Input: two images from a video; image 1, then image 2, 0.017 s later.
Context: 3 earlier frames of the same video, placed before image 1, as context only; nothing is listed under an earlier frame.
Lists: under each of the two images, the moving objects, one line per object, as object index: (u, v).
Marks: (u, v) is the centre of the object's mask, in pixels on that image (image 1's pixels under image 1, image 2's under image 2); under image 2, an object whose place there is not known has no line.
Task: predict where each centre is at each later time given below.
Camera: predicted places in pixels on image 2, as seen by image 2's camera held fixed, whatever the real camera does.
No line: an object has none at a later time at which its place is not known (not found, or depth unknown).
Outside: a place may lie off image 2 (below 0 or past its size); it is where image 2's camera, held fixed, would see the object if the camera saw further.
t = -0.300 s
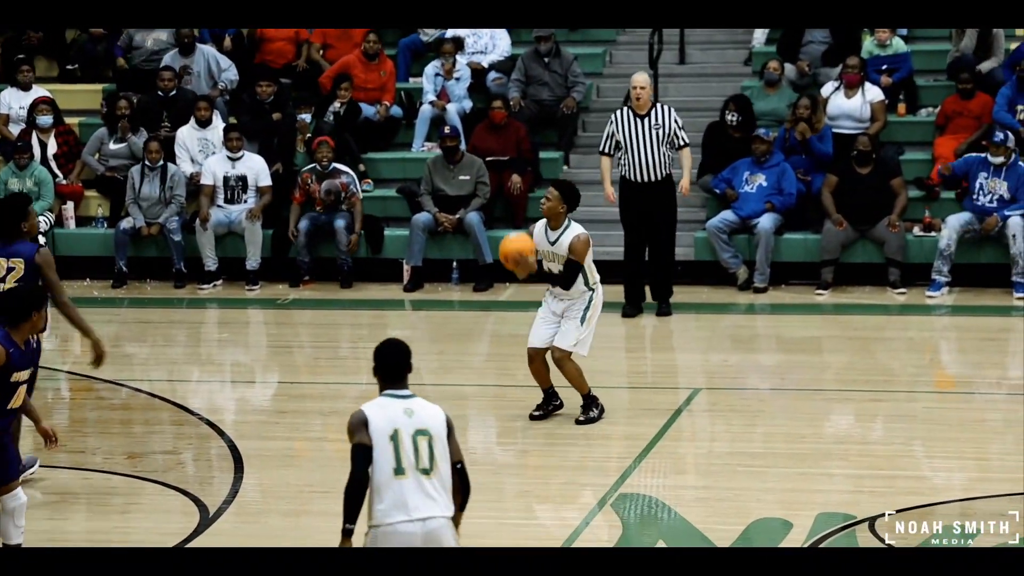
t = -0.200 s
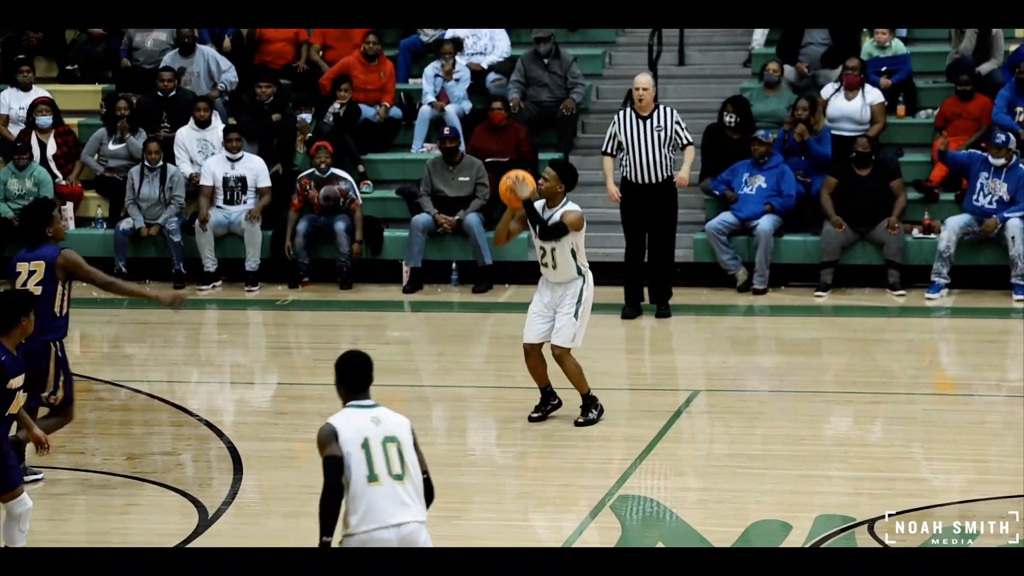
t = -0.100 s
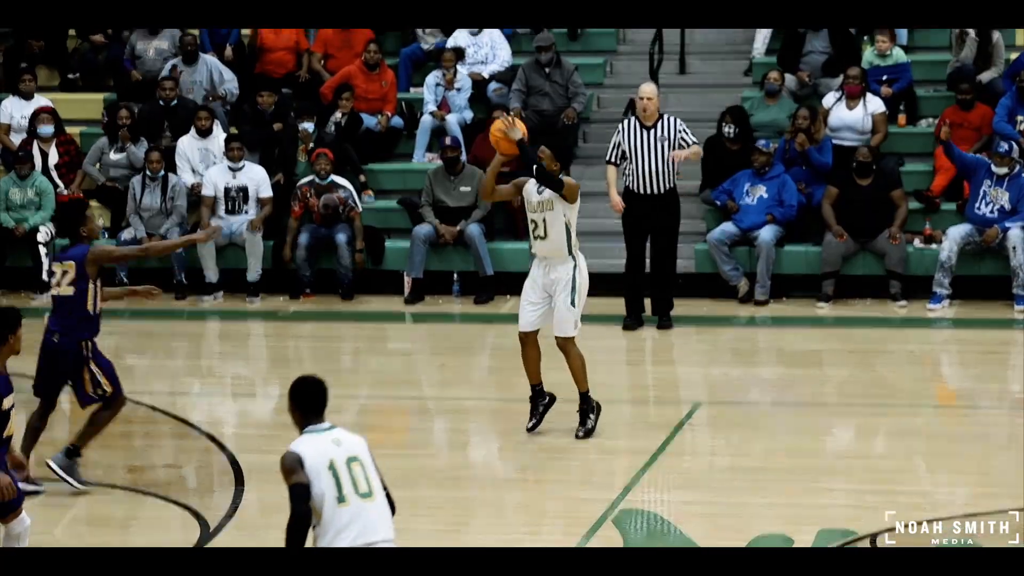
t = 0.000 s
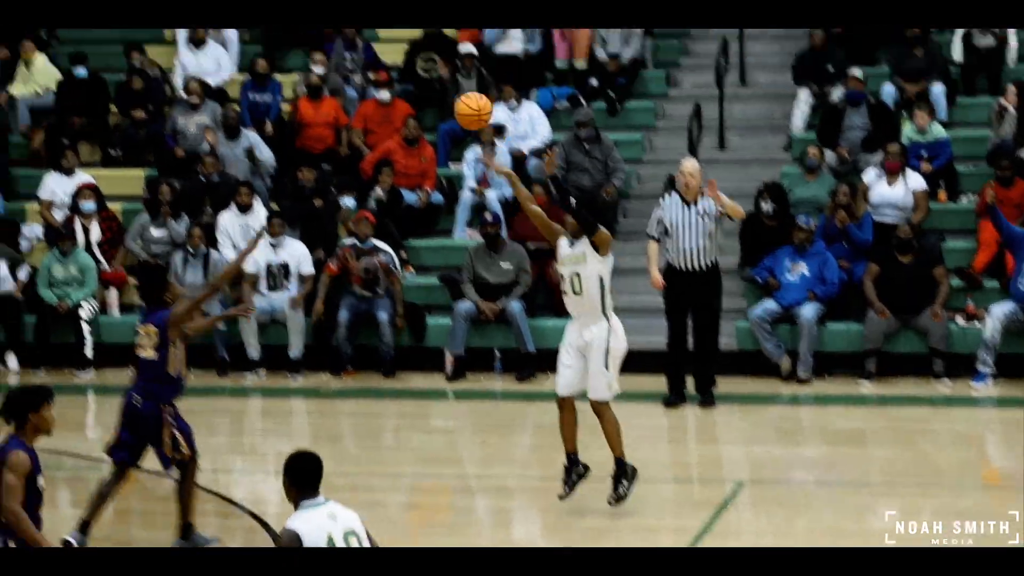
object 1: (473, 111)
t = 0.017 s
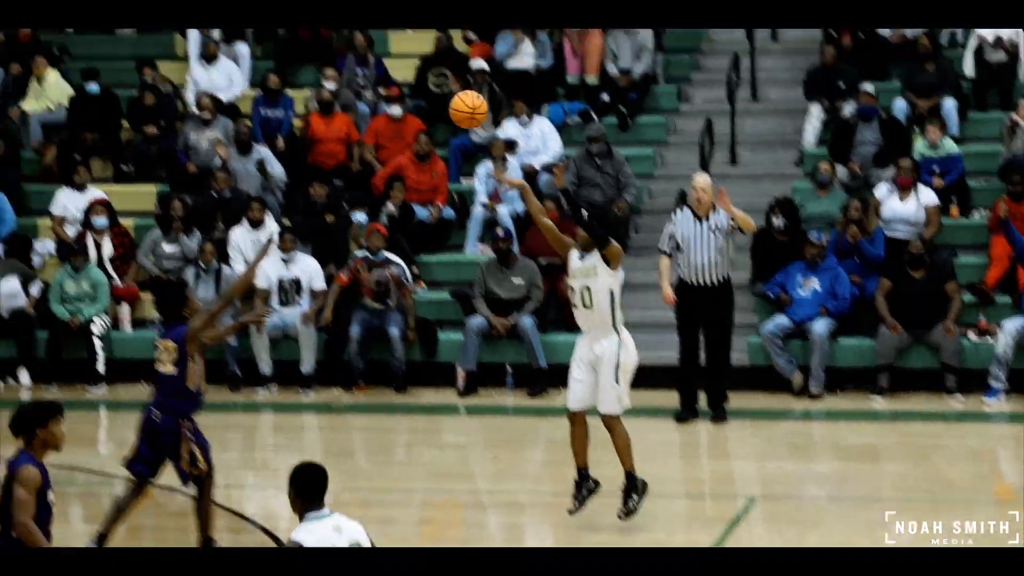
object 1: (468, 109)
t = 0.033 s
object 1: (450, 93)
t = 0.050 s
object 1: (434, 77)
